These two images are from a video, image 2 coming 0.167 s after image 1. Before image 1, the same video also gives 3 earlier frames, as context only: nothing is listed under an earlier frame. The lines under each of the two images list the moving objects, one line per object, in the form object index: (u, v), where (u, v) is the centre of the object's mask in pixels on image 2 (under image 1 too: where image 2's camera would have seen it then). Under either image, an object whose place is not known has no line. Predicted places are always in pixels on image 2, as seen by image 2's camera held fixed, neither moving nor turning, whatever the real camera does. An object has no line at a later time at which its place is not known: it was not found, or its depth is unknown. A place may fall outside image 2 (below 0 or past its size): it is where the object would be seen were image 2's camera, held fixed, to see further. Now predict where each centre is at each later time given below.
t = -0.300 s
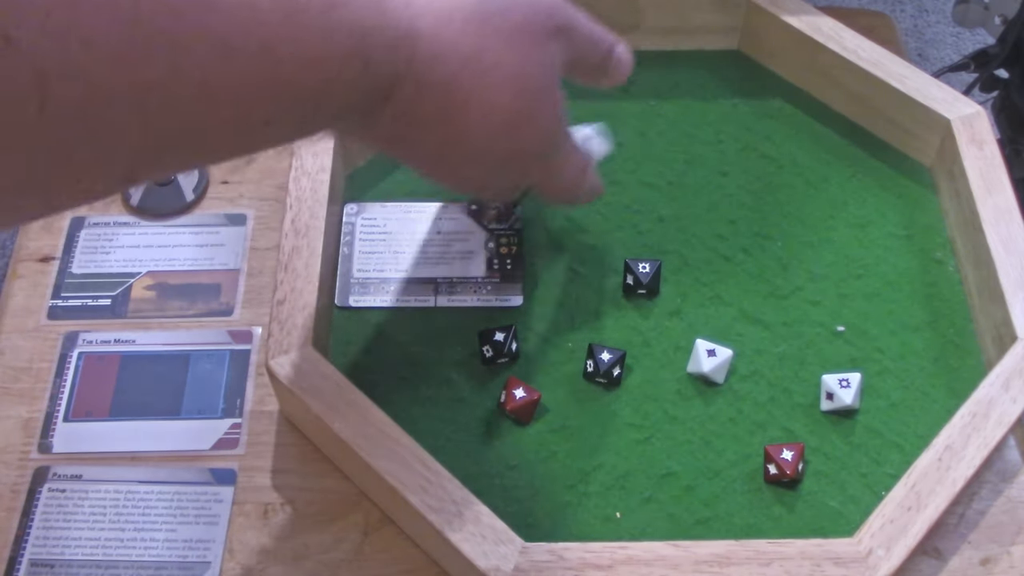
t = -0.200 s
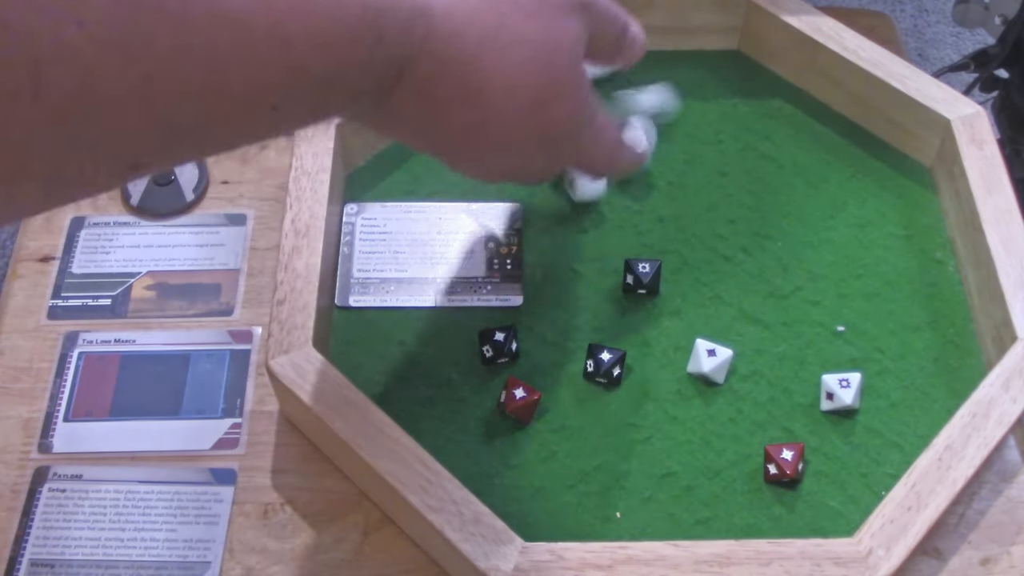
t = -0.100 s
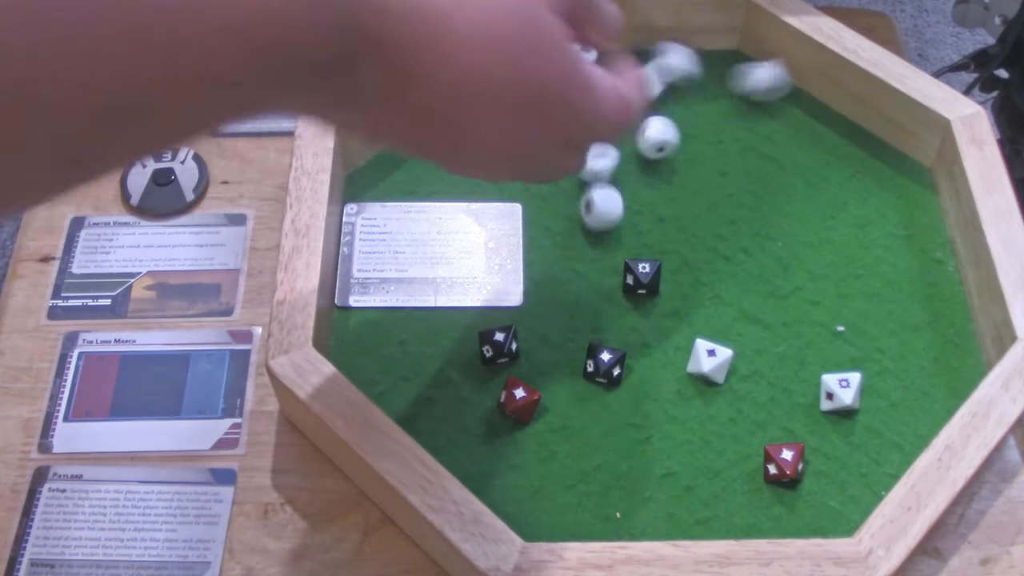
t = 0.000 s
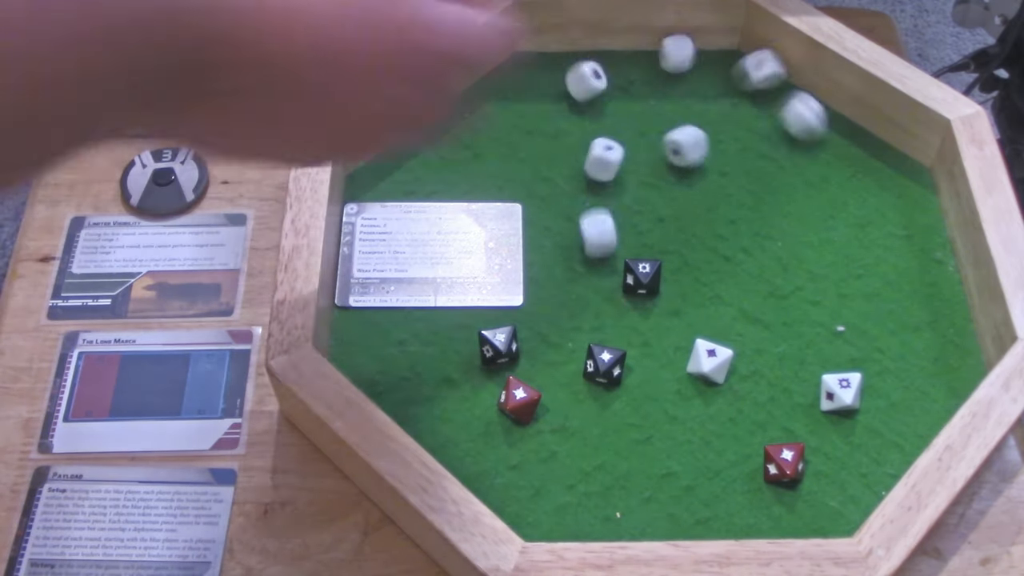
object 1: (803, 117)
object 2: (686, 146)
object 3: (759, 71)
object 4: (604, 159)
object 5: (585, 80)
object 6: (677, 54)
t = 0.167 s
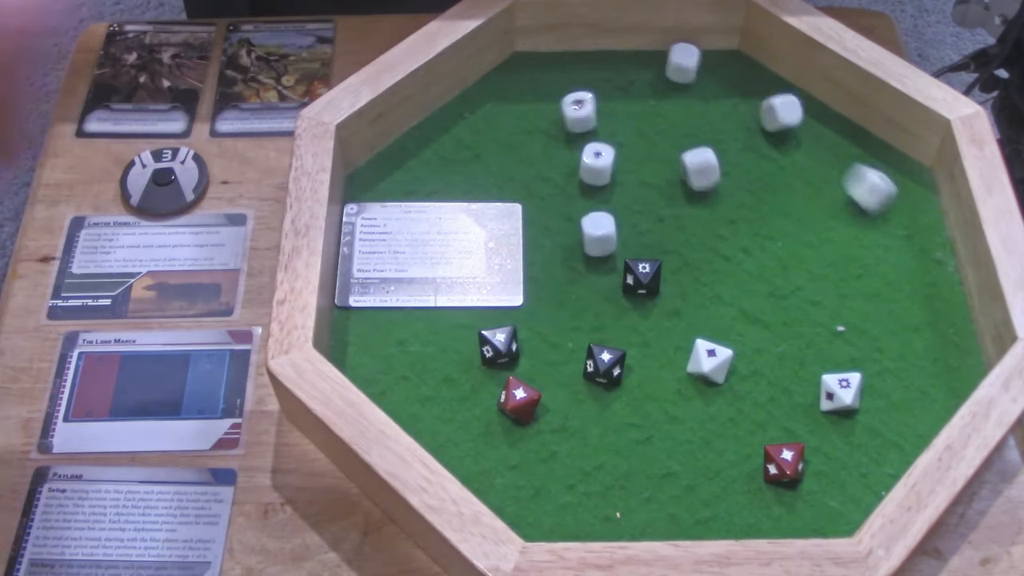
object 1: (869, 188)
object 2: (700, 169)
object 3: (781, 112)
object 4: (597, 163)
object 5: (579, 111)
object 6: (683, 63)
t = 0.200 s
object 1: (882, 202)
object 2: (704, 174)
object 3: (782, 116)
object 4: (596, 165)
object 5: (577, 112)
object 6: (681, 61)
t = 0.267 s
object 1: (907, 227)
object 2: (708, 179)
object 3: (783, 125)
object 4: (596, 164)
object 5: (581, 110)
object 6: (682, 63)
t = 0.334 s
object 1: (921, 251)
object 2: (704, 176)
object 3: (789, 132)
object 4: (596, 164)
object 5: (579, 111)
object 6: (682, 62)
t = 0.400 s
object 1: (938, 274)
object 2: (706, 178)
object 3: (784, 130)
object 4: (596, 164)
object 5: (580, 111)
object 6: (682, 62)
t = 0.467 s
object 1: (949, 289)
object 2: (705, 178)
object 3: (785, 131)
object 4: (596, 164)
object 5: (580, 111)
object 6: (682, 62)
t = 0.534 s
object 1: (947, 288)
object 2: (705, 178)
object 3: (785, 131)
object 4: (596, 164)
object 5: (580, 111)
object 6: (682, 62)
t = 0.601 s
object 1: (947, 289)
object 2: (705, 178)
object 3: (785, 131)
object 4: (596, 164)
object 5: (580, 111)
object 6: (682, 62)
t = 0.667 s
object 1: (947, 289)
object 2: (705, 178)
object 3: (785, 131)
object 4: (596, 164)
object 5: (580, 111)
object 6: (682, 62)
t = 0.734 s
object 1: (947, 289)
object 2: (705, 178)
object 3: (785, 131)
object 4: (596, 164)
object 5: (580, 111)
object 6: (682, 63)
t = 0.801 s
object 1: (947, 289)
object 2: (705, 178)
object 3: (785, 131)
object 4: (596, 164)
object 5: (580, 111)
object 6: (682, 62)
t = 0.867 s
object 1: (947, 289)
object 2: (705, 178)
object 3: (785, 131)
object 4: (596, 164)
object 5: (580, 111)
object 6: (682, 63)
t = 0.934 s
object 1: (947, 289)
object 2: (705, 178)
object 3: (785, 131)
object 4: (596, 164)
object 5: (580, 111)
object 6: (682, 63)
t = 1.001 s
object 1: (947, 289)
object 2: (705, 178)
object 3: (785, 131)
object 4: (596, 164)
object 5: (580, 111)
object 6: (682, 63)
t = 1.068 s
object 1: (947, 289)
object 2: (705, 178)
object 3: (785, 131)
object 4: (596, 164)
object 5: (580, 111)
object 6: (682, 62)
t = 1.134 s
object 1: (947, 289)
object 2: (705, 178)
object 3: (785, 131)
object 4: (596, 164)
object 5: (580, 111)
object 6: (682, 63)
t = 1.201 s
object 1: (947, 289)
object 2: (705, 178)
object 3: (785, 131)
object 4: (596, 164)
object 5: (580, 111)
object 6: (682, 63)
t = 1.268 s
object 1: (947, 289)
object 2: (705, 178)
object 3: (785, 131)
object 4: (596, 164)
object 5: (580, 111)
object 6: (682, 62)
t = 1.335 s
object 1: (947, 289)
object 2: (705, 178)
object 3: (785, 131)
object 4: (596, 164)
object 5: (580, 111)
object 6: (682, 63)
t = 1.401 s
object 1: (947, 289)
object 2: (705, 178)
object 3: (785, 131)
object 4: (596, 164)
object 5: (580, 111)
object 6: (682, 62)
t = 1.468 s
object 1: (947, 289)
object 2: (705, 178)
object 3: (785, 131)
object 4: (596, 164)
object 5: (580, 111)
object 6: (682, 62)
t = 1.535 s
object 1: (947, 289)
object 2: (705, 178)
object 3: (785, 131)
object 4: (596, 164)
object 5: (580, 111)
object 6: (682, 63)
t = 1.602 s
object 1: (947, 289)
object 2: (705, 178)
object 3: (785, 131)
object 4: (596, 164)
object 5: (580, 111)
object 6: (682, 63)
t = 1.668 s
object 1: (947, 289)
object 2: (705, 178)
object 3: (785, 131)
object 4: (596, 164)
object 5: (580, 111)
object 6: (682, 63)
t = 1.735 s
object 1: (947, 289)
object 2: (705, 178)
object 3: (785, 131)
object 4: (596, 164)
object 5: (580, 111)
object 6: (682, 62)
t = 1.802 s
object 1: (947, 289)
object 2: (705, 178)
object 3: (785, 131)
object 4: (596, 164)
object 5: (580, 111)
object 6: (682, 62)
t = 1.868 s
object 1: (947, 289)
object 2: (705, 178)
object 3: (785, 131)
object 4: (596, 164)
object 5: (580, 111)
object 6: (682, 63)
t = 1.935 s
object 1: (947, 289)
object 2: (705, 178)
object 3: (785, 131)
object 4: (596, 164)
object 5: (580, 111)
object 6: (682, 62)
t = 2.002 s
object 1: (947, 289)
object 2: (705, 178)
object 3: (785, 131)
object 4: (596, 164)
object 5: (580, 111)
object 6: (682, 63)
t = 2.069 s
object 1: (947, 289)
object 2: (705, 178)
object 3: (785, 131)
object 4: (596, 164)
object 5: (580, 111)
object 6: (682, 63)
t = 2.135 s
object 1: (947, 289)
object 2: (705, 178)
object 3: (785, 131)
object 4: (596, 164)
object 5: (580, 111)
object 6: (682, 63)
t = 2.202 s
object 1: (947, 289)
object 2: (705, 178)
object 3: (785, 131)
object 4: (596, 164)
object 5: (580, 111)
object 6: (682, 62)
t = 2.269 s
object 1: (947, 289)
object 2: (705, 178)
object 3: (785, 131)
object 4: (596, 164)
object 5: (580, 111)
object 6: (682, 62)
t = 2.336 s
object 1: (947, 289)
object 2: (705, 178)
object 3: (785, 131)
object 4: (596, 164)
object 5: (580, 111)
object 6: (682, 62)
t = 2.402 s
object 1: (947, 289)
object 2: (705, 178)
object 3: (785, 131)
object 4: (596, 164)
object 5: (580, 111)
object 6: (682, 63)
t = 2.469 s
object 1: (947, 289)
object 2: (705, 178)
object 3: (785, 131)
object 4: (596, 164)
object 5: (580, 111)
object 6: (682, 63)
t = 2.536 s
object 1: (947, 289)
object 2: (705, 178)
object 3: (785, 131)
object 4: (596, 164)
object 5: (580, 111)
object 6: (682, 63)
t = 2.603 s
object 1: (947, 289)
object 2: (705, 178)
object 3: (785, 131)
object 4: (596, 164)
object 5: (580, 111)
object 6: (682, 62)
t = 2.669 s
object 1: (947, 289)
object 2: (705, 178)
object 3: (785, 131)
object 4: (596, 164)
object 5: (580, 111)
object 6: (682, 62)
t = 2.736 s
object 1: (947, 289)
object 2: (705, 178)
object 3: (785, 131)
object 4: (596, 164)
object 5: (580, 111)
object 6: (682, 62)
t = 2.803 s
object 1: (947, 289)
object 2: (705, 178)
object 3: (785, 131)
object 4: (596, 164)
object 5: (580, 111)
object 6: (682, 63)
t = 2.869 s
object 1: (947, 289)
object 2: (705, 178)
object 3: (785, 131)
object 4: (596, 164)
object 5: (580, 111)
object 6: (682, 63)
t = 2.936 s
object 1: (947, 289)
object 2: (705, 178)
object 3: (785, 131)
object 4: (596, 164)
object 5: (580, 111)
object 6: (682, 63)
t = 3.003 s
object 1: (947, 289)
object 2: (705, 178)
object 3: (785, 131)
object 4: (596, 164)
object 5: (580, 111)
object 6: (682, 63)
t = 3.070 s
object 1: (947, 289)
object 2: (705, 178)
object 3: (785, 131)
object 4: (596, 164)
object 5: (580, 111)
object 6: (682, 63)
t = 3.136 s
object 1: (947, 289)
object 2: (705, 178)
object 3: (785, 131)
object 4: (596, 164)
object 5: (580, 111)
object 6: (682, 63)
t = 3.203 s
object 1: (947, 289)
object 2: (705, 178)
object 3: (785, 131)
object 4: (596, 164)
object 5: (580, 111)
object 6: (682, 63)
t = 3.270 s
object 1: (947, 289)
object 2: (705, 178)
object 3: (785, 131)
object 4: (596, 164)
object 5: (580, 111)
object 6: (682, 63)
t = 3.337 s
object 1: (947, 289)
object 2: (705, 178)
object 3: (785, 131)
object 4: (596, 164)
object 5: (580, 111)
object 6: (682, 62)
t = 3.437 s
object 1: (947, 289)
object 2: (705, 178)
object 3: (785, 131)
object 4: (596, 164)
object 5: (580, 111)
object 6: (682, 63)
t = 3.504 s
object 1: (947, 289)
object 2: (705, 178)
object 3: (785, 131)
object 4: (596, 164)
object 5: (580, 111)
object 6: (682, 63)
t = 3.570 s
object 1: (947, 289)
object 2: (705, 178)
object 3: (785, 131)
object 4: (596, 164)
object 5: (580, 111)
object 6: (682, 63)
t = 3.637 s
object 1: (947, 289)
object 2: (705, 178)
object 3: (785, 131)
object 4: (596, 164)
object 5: (580, 111)
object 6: (682, 63)
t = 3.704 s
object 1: (947, 289)
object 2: (705, 178)
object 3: (785, 131)
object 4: (596, 164)
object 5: (580, 111)
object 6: (682, 63)
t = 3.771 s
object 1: (947, 289)
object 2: (705, 178)
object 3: (785, 131)
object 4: (596, 164)
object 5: (580, 111)
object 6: (682, 63)
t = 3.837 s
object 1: (947, 289)
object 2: (705, 178)
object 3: (785, 131)
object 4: (596, 164)
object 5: (580, 111)
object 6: (682, 63)
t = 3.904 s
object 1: (947, 289)
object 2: (705, 178)
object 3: (785, 131)
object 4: (596, 164)
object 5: (580, 111)
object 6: (682, 63)
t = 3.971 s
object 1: (947, 289)
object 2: (705, 178)
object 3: (785, 131)
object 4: (596, 164)
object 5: (580, 111)
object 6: (682, 63)
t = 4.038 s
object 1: (947, 289)
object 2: (705, 178)
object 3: (785, 131)
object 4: (596, 164)
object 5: (580, 111)
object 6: (682, 63)
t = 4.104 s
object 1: (947, 289)
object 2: (705, 178)
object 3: (785, 131)
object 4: (596, 164)
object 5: (580, 111)
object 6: (682, 63)
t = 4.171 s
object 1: (947, 289)
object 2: (705, 178)
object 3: (785, 131)
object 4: (596, 164)
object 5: (580, 111)
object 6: (682, 63)
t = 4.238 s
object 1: (947, 289)
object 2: (705, 178)
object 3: (785, 131)
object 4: (596, 164)
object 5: (580, 111)
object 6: (682, 63)
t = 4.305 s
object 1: (947, 289)
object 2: (705, 178)
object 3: (785, 131)
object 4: (596, 164)
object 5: (580, 111)
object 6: (682, 63)
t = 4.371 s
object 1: (947, 289)
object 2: (705, 178)
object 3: (785, 131)
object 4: (596, 164)
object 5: (580, 111)
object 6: (682, 63)
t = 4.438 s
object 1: (947, 289)
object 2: (705, 178)
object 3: (785, 131)
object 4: (596, 164)
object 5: (580, 111)
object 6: (682, 63)
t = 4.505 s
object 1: (947, 289)
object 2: (705, 178)
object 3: (785, 131)
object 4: (596, 164)
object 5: (580, 111)
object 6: (682, 63)
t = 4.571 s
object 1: (947, 289)
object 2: (705, 178)
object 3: (785, 131)
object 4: (596, 164)
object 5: (580, 111)
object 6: (682, 63)
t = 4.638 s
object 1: (947, 289)
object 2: (705, 178)
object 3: (785, 131)
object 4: (596, 164)
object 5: (580, 111)
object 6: (682, 63)
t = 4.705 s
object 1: (947, 289)
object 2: (705, 178)
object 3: (785, 131)
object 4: (596, 164)
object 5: (580, 111)
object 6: (682, 63)
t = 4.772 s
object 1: (947, 289)
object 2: (705, 178)
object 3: (785, 131)
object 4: (596, 164)
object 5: (580, 111)
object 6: (682, 63)
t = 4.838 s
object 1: (947, 289)
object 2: (705, 178)
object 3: (785, 131)
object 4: (596, 164)
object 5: (580, 111)
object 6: (682, 62)
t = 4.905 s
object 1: (947, 289)
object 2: (705, 178)
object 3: (785, 131)
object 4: (596, 164)
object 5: (580, 111)
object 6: (682, 63)
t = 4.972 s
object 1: (947, 289)
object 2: (705, 178)
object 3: (785, 131)
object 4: (596, 164)
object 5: (580, 111)
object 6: (682, 63)
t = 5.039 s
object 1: (947, 289)
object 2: (705, 178)
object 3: (785, 131)
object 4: (596, 164)
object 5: (580, 111)
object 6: (682, 63)
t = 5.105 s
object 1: (947, 289)
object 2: (705, 178)
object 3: (785, 131)
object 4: (596, 164)
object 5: (580, 111)
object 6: (682, 63)
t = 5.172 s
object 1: (947, 289)
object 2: (705, 178)
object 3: (785, 131)
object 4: (596, 164)
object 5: (580, 111)
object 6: (682, 63)
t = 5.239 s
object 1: (947, 289)
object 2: (705, 178)
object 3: (785, 131)
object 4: (596, 164)
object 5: (580, 111)
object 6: (682, 63)
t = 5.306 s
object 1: (947, 289)
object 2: (705, 178)
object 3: (785, 131)
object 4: (596, 164)
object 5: (580, 111)
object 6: (682, 63)
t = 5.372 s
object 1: (947, 289)
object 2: (705, 178)
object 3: (785, 131)
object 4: (596, 164)
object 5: (580, 111)
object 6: (682, 63)
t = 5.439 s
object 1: (947, 289)
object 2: (705, 178)
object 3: (785, 131)
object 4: (596, 164)
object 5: (580, 111)
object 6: (682, 62)
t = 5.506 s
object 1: (947, 289)
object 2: (705, 178)
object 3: (785, 131)
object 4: (596, 164)
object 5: (580, 111)
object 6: (682, 63)
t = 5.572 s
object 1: (947, 289)
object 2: (705, 178)
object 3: (785, 131)
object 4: (596, 164)
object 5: (580, 111)
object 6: (682, 63)
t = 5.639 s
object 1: (947, 289)
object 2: (705, 178)
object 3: (785, 131)
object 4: (596, 164)
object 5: (580, 111)
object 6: (682, 63)
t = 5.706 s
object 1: (947, 289)
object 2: (705, 178)
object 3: (785, 131)
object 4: (596, 164)
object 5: (580, 111)
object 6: (682, 63)
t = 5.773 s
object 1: (947, 289)
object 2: (705, 178)
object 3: (785, 131)
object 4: (596, 164)
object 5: (580, 111)
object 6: (682, 63)
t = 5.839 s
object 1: (947, 289)
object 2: (705, 178)
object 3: (785, 131)
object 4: (596, 164)
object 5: (580, 111)
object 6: (682, 63)
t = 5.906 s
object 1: (947, 289)
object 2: (705, 178)
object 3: (785, 131)
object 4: (596, 164)
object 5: (580, 111)
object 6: (682, 63)
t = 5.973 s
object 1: (947, 289)
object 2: (705, 178)
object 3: (785, 131)
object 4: (596, 164)
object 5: (580, 111)
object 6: (682, 63)
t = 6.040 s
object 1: (947, 289)
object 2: (705, 178)
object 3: (785, 131)
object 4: (596, 164)
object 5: (580, 111)
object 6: (682, 63)
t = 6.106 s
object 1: (947, 289)
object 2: (705, 178)
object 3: (785, 131)
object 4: (596, 164)
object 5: (580, 111)
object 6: (682, 63)
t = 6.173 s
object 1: (947, 289)
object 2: (705, 178)
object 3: (785, 131)
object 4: (596, 164)
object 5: (580, 111)
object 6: (682, 63)
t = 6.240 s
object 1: (947, 289)
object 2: (705, 178)
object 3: (785, 131)
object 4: (596, 164)
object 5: (580, 111)
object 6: (682, 63)
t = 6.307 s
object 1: (947, 289)
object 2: (705, 178)
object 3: (785, 131)
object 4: (596, 164)
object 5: (580, 111)
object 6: (682, 63)
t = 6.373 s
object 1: (947, 289)
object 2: (705, 178)
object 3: (785, 131)
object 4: (596, 164)
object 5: (580, 111)
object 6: (682, 63)
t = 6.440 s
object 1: (947, 289)
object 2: (705, 178)
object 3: (785, 131)
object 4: (596, 164)
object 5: (580, 111)
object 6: (682, 63)
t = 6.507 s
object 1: (947, 289)
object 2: (705, 178)
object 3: (785, 131)
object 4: (596, 164)
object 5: (580, 111)
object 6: (682, 63)
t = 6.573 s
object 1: (947, 289)
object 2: (705, 178)
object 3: (785, 131)
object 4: (596, 164)
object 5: (580, 111)
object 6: (682, 63)
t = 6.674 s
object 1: (947, 289)
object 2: (705, 178)
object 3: (785, 131)
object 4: (596, 164)
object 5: (580, 111)
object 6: (682, 62)
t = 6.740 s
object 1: (947, 289)
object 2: (705, 178)
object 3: (785, 131)
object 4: (596, 164)
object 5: (580, 111)
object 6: (682, 63)
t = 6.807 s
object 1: (947, 289)
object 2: (705, 178)
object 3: (785, 131)
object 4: (596, 164)
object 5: (580, 111)
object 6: (682, 63)
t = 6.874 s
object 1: (947, 289)
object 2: (705, 178)
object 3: (785, 131)
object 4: (596, 164)
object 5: (580, 111)
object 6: (682, 63)
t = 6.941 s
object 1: (947, 289)
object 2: (705, 178)
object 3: (785, 131)
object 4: (596, 164)
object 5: (580, 111)
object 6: (682, 63)
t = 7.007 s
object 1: (947, 289)
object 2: (705, 178)
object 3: (785, 131)
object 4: (596, 164)
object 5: (580, 111)
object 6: (682, 63)
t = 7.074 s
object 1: (947, 289)
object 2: (705, 178)
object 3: (785, 131)
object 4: (596, 164)
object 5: (580, 111)
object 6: (682, 63)
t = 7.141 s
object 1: (947, 289)
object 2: (705, 178)
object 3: (785, 131)
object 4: (596, 164)
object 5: (580, 111)
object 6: (682, 63)
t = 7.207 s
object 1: (947, 289)
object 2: (705, 178)
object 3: (785, 131)
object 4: (596, 164)
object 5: (580, 111)
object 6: (682, 63)
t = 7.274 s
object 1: (947, 289)
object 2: (705, 178)
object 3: (785, 131)
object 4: (596, 164)
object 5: (580, 111)
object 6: (682, 62)
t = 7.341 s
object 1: (947, 289)
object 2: (705, 178)
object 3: (785, 131)
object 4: (596, 164)
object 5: (580, 111)
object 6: (682, 63)
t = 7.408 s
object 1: (947, 289)
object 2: (705, 178)
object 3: (785, 131)
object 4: (596, 164)
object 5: (580, 111)
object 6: (682, 63)
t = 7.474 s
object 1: (947, 289)
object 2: (705, 178)
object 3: (785, 131)
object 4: (596, 164)
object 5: (580, 111)
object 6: (682, 63)
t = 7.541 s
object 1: (947, 289)
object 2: (705, 178)
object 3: (785, 131)
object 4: (596, 164)
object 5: (580, 111)
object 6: (681, 63)
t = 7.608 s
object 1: (947, 289)
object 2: (705, 178)
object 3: (785, 131)
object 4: (596, 164)
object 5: (580, 111)
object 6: (682, 63)
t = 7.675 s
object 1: (947, 289)
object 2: (705, 178)
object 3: (785, 131)
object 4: (596, 164)
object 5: (580, 111)
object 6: (682, 63)
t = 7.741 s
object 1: (947, 289)
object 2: (705, 178)
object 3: (785, 131)
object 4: (596, 164)
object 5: (580, 111)
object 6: (682, 63)
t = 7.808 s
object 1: (947, 289)
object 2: (705, 178)
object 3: (785, 131)
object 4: (596, 164)
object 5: (580, 111)
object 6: (682, 63)
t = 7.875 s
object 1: (947, 289)
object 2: (705, 178)
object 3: (785, 131)
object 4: (596, 164)
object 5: (580, 111)
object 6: (682, 63)
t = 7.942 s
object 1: (947, 289)
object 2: (705, 178)
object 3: (785, 131)
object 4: (596, 164)
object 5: (580, 111)
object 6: (682, 63)
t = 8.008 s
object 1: (947, 289)
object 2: (705, 178)
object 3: (785, 131)
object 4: (596, 164)
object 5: (580, 111)
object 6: (682, 63)
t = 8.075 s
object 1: (947, 289)
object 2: (705, 178)
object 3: (785, 131)
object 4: (596, 164)
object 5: (580, 111)
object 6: (682, 62)
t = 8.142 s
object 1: (947, 289)
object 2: (705, 178)
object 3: (785, 131)
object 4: (596, 164)
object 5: (580, 111)
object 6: (682, 62)
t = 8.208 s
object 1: (947, 289)
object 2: (705, 178)
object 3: (785, 131)
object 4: (596, 164)
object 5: (580, 111)
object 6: (682, 63)
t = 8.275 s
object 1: (947, 289)
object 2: (705, 178)
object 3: (785, 131)
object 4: (596, 164)
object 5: (580, 111)
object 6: (682, 62)
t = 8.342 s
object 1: (947, 289)
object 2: (705, 178)
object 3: (785, 131)
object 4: (596, 164)
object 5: (580, 111)
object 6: (682, 63)
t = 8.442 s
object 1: (947, 289)
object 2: (705, 178)
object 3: (785, 131)
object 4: (596, 164)
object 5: (580, 111)
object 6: (682, 62)
